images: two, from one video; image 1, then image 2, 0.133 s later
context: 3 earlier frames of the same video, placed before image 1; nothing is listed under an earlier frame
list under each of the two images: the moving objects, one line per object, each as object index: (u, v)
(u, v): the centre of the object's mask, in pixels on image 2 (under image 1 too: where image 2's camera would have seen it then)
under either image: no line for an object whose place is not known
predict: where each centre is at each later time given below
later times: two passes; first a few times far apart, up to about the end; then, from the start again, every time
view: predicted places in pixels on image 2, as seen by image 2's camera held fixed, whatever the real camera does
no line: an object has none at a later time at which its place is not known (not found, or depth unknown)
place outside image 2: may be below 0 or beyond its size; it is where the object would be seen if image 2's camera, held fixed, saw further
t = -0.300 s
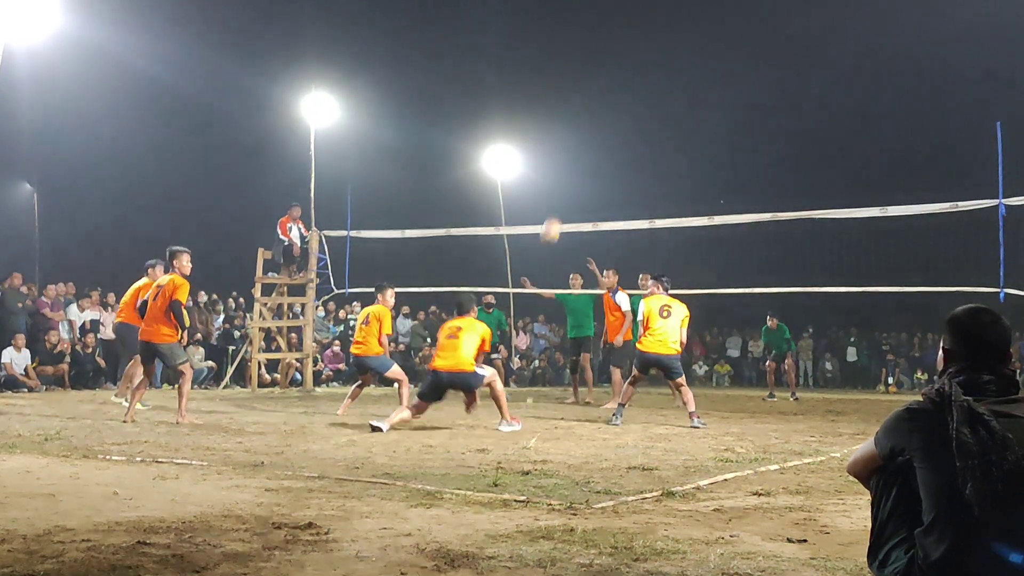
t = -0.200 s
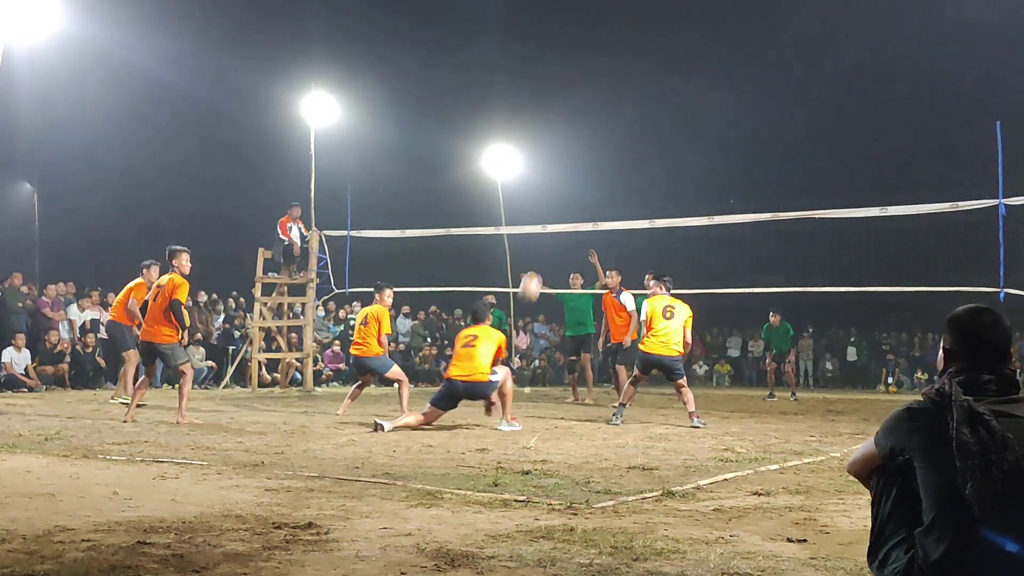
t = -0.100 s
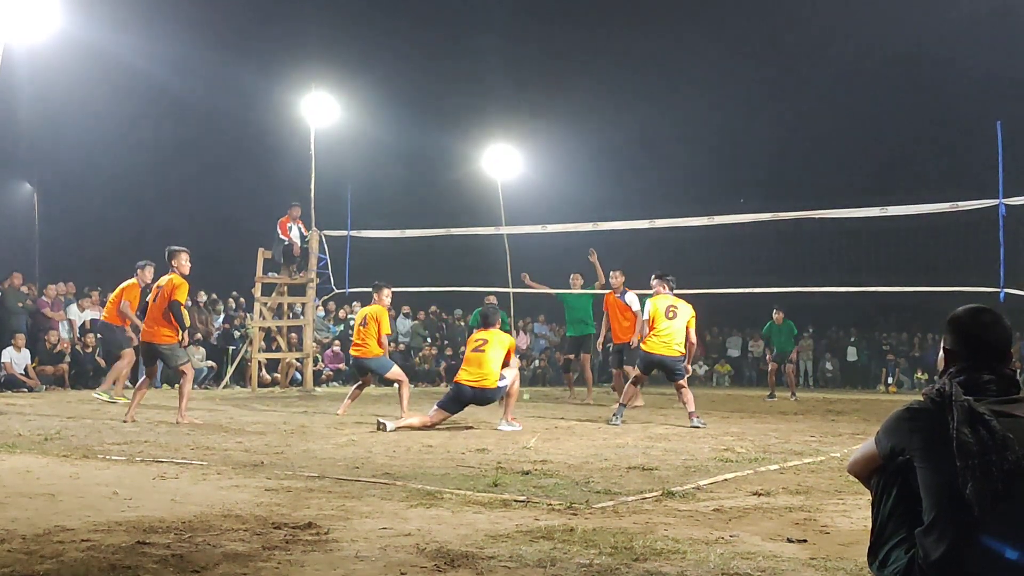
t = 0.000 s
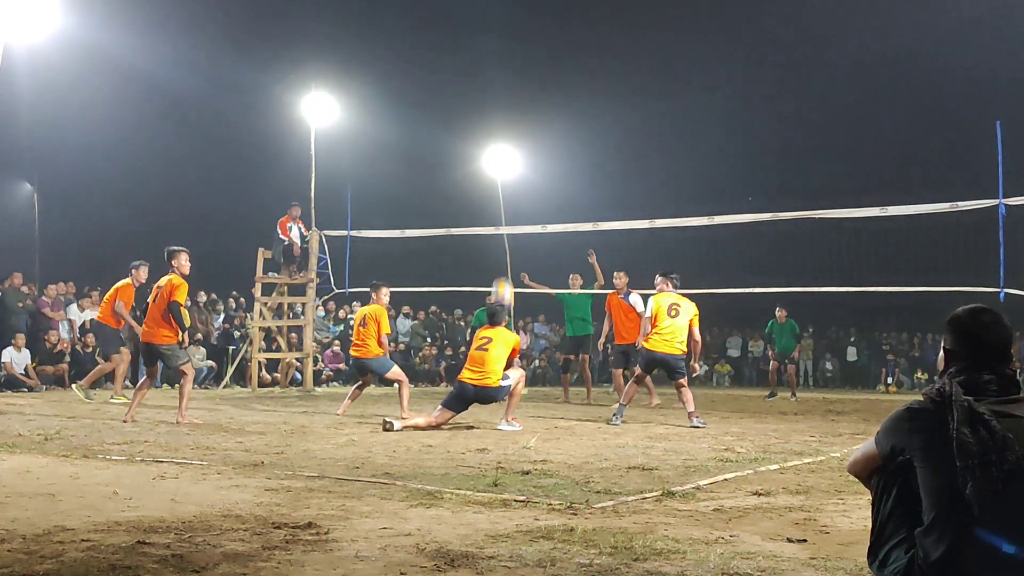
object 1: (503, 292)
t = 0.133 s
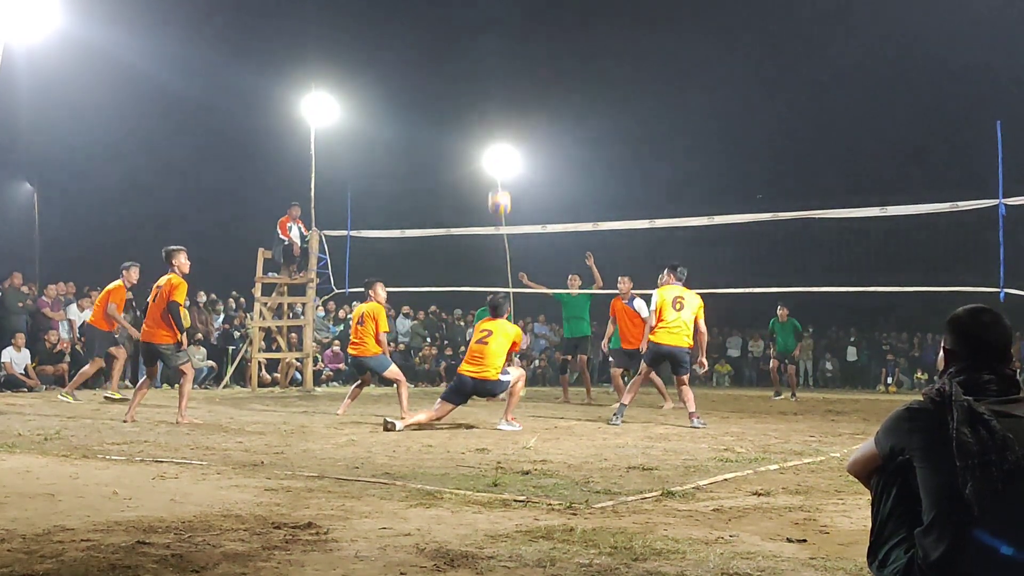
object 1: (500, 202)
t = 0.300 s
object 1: (494, 117)
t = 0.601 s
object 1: (484, 46)
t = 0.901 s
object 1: (473, 55)
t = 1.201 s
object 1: (463, 135)
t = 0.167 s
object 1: (498, 184)
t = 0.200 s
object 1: (496, 166)
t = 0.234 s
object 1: (496, 144)
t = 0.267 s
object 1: (495, 131)
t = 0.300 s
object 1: (494, 117)
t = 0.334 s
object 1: (493, 105)
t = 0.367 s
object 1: (492, 94)
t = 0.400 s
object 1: (491, 84)
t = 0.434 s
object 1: (490, 75)
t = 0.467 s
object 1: (488, 67)
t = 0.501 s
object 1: (487, 60)
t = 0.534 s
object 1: (486, 54)
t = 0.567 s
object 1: (485, 49)
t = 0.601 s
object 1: (484, 46)
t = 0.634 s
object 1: (482, 43)
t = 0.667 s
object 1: (481, 41)
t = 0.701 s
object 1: (480, 40)
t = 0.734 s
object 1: (479, 41)
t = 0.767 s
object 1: (478, 42)
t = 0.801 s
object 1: (477, 44)
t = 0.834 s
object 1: (476, 47)
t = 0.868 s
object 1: (474, 50)
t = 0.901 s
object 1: (473, 55)
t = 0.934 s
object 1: (472, 61)
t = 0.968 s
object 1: (471, 68)
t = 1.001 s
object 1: (470, 75)
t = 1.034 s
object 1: (469, 83)
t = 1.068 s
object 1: (468, 92)
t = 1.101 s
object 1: (466, 101)
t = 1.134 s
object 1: (465, 113)
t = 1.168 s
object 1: (464, 124)
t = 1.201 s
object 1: (463, 135)
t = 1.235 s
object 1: (462, 147)
